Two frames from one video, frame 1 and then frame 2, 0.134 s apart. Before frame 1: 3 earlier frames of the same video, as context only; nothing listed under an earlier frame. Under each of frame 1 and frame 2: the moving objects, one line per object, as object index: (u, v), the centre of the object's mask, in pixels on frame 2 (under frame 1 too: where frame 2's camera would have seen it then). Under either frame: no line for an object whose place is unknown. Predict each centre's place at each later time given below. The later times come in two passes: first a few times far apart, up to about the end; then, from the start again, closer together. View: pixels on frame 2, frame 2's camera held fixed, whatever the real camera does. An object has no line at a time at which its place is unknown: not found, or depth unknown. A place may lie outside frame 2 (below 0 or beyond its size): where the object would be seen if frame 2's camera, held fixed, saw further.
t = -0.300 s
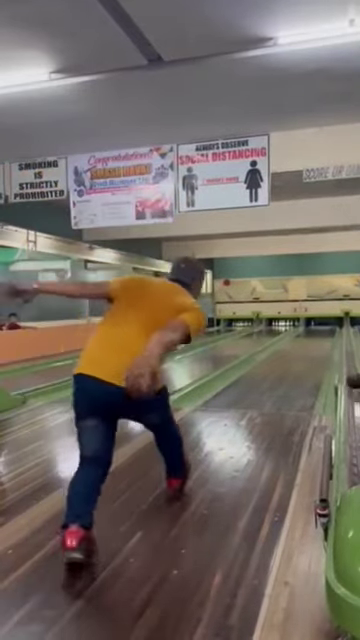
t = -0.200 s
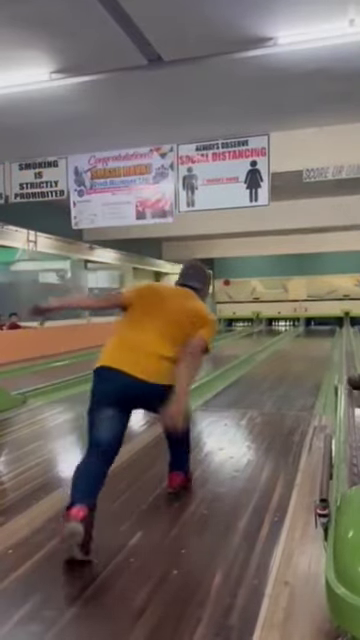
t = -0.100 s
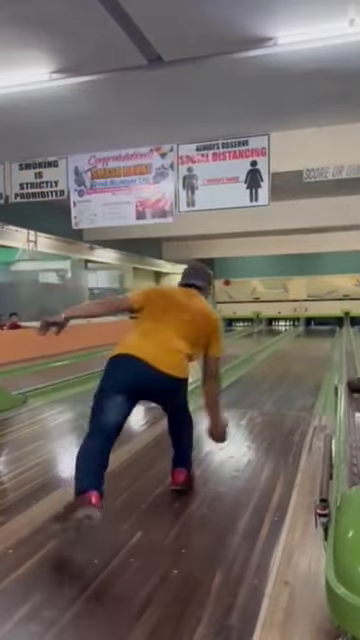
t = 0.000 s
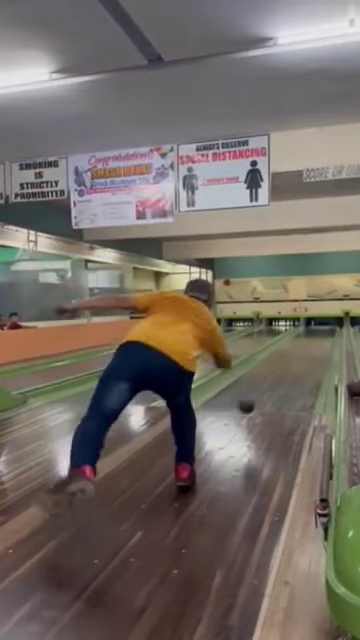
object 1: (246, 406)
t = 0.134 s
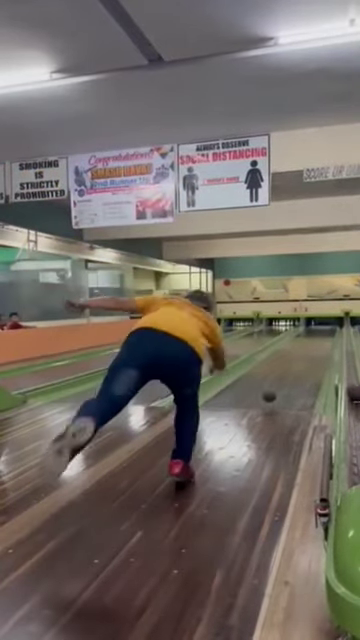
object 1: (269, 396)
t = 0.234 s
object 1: (279, 384)
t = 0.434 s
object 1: (294, 368)
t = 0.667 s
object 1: (303, 355)
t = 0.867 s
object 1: (307, 348)
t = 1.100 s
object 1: (309, 342)
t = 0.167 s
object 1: (273, 395)
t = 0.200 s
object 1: (276, 388)
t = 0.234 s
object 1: (279, 384)
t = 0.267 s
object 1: (282, 381)
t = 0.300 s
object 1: (285, 379)
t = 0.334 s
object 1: (288, 376)
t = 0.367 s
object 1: (290, 373)
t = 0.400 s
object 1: (292, 371)
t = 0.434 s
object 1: (294, 368)
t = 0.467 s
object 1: (296, 366)
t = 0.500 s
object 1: (297, 364)
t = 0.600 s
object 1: (301, 358)
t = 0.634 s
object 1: (302, 357)
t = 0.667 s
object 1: (303, 355)
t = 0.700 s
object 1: (304, 354)
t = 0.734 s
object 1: (304, 353)
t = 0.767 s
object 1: (305, 351)
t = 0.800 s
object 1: (306, 350)
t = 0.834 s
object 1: (306, 349)
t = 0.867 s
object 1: (307, 348)
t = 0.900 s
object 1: (307, 346)
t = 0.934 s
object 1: (307, 346)
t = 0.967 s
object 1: (308, 345)
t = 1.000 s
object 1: (308, 344)
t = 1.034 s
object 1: (308, 343)
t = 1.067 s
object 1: (309, 342)
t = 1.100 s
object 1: (309, 342)
